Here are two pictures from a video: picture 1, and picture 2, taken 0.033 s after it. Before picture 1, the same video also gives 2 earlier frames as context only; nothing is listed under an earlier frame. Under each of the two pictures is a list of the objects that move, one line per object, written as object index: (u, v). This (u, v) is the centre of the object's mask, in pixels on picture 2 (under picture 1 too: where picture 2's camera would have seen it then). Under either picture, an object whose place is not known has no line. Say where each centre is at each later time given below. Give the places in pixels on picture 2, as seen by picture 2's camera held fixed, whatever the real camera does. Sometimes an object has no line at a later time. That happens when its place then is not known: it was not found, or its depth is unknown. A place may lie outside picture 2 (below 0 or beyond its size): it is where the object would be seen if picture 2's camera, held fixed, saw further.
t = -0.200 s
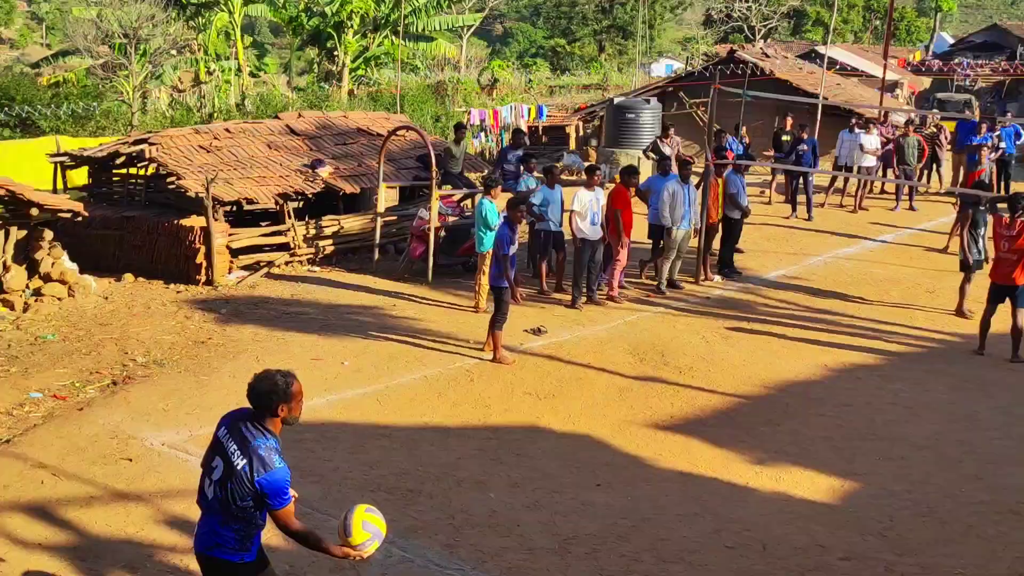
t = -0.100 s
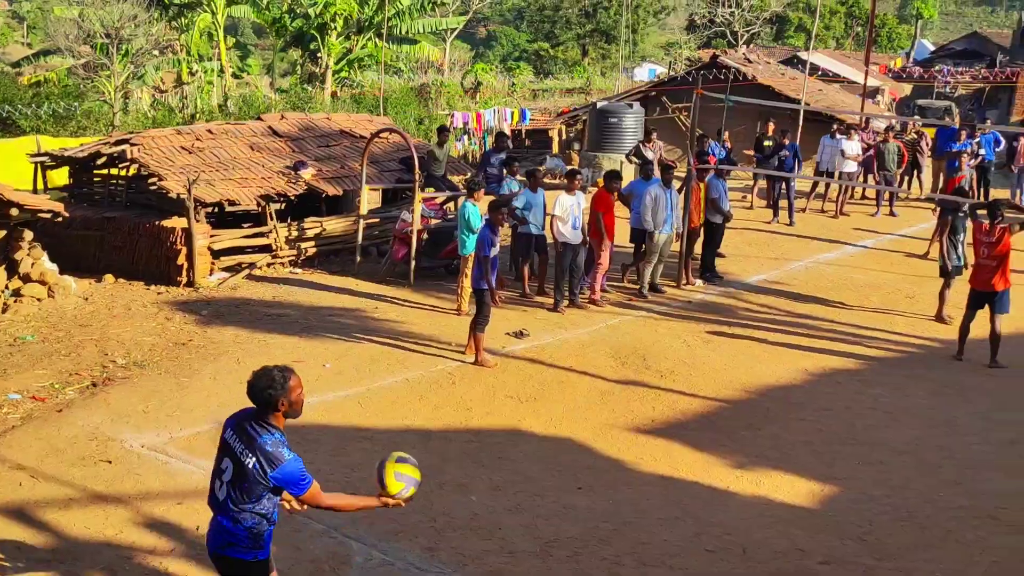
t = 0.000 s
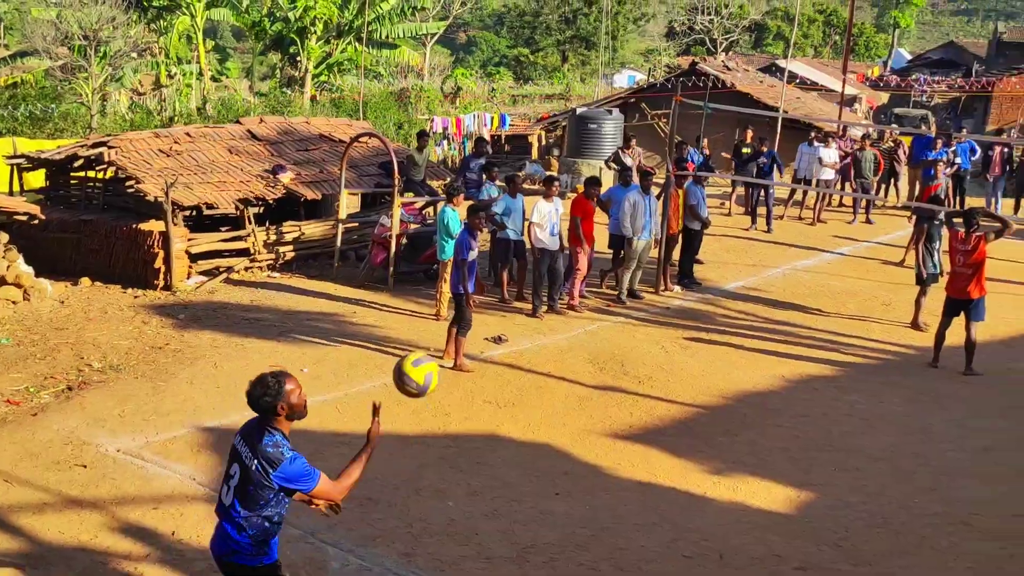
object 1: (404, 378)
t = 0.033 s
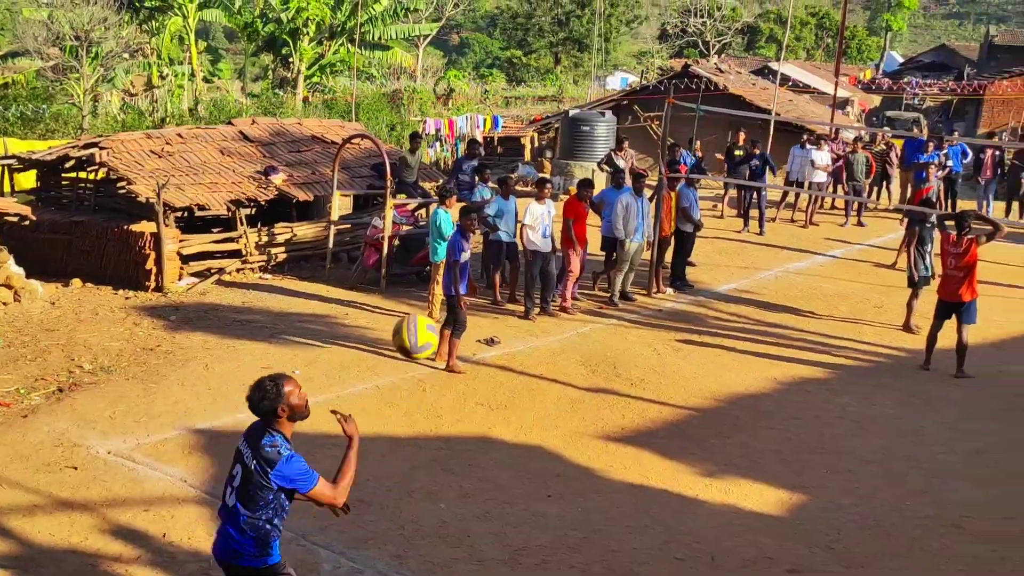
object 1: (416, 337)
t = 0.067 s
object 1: (423, 299)
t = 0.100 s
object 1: (430, 263)
